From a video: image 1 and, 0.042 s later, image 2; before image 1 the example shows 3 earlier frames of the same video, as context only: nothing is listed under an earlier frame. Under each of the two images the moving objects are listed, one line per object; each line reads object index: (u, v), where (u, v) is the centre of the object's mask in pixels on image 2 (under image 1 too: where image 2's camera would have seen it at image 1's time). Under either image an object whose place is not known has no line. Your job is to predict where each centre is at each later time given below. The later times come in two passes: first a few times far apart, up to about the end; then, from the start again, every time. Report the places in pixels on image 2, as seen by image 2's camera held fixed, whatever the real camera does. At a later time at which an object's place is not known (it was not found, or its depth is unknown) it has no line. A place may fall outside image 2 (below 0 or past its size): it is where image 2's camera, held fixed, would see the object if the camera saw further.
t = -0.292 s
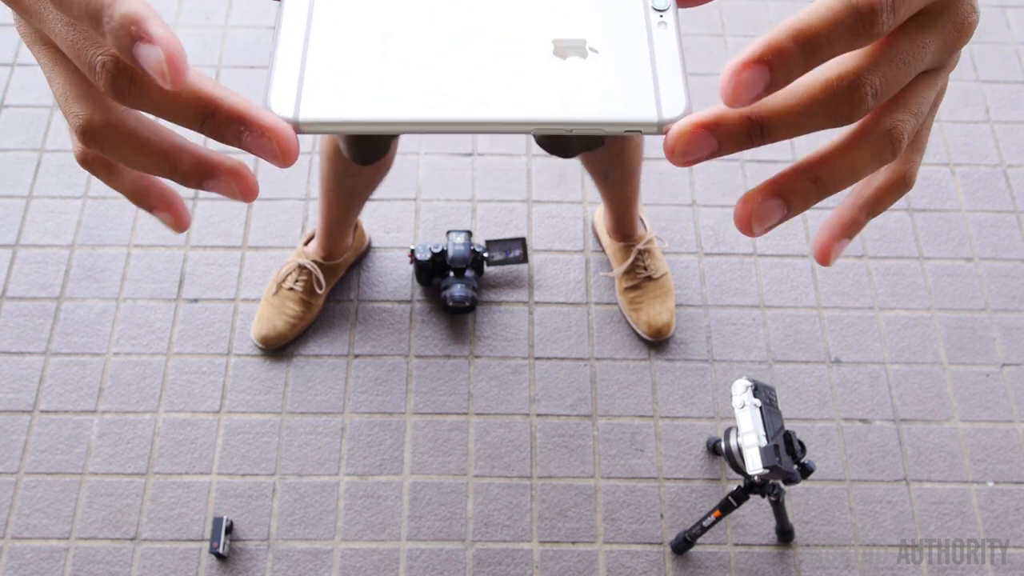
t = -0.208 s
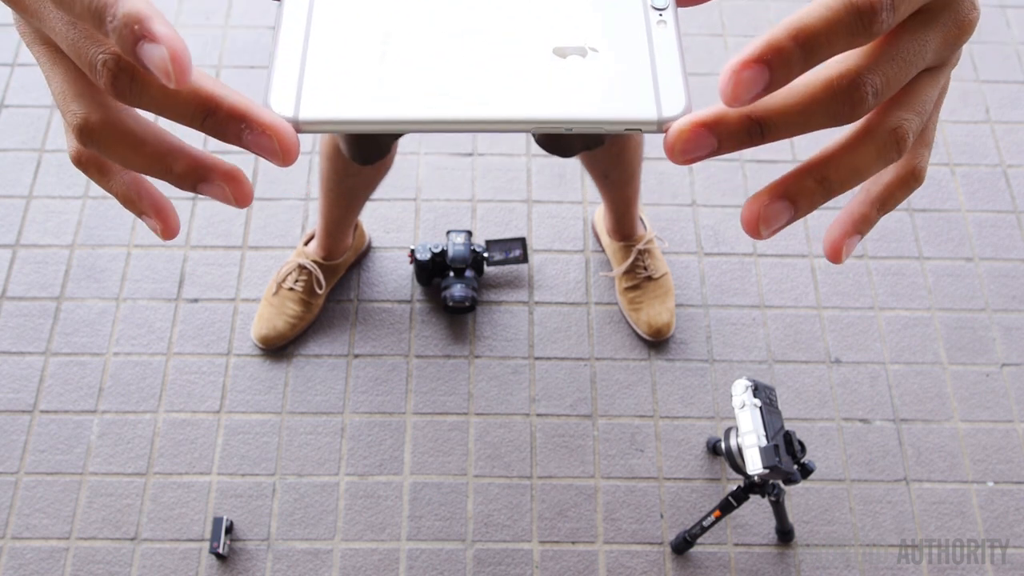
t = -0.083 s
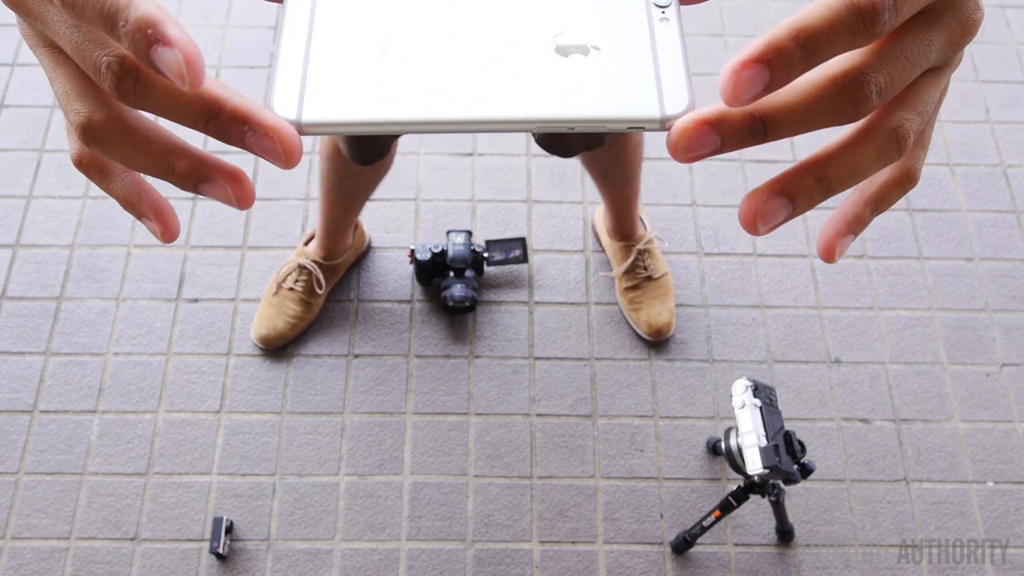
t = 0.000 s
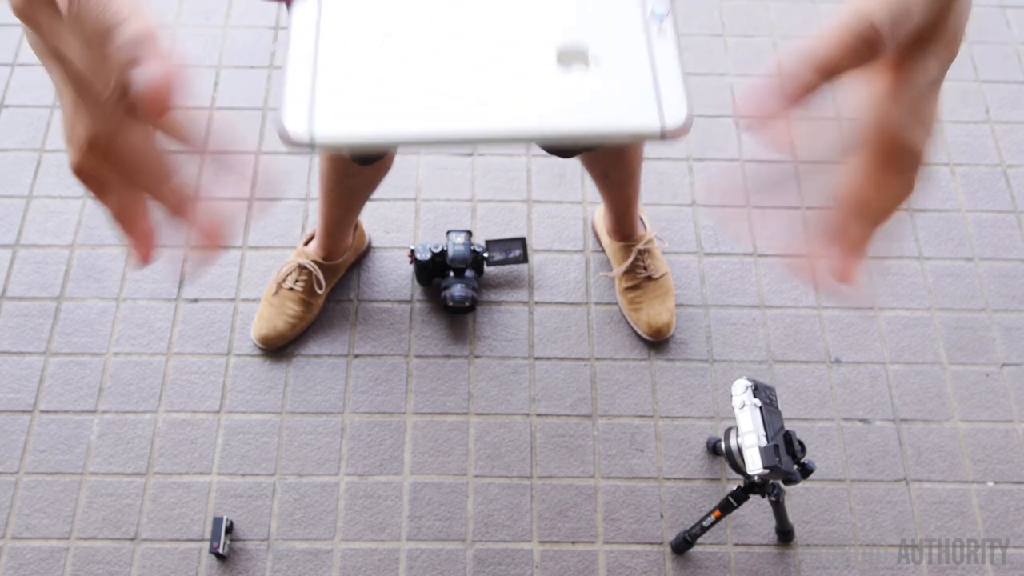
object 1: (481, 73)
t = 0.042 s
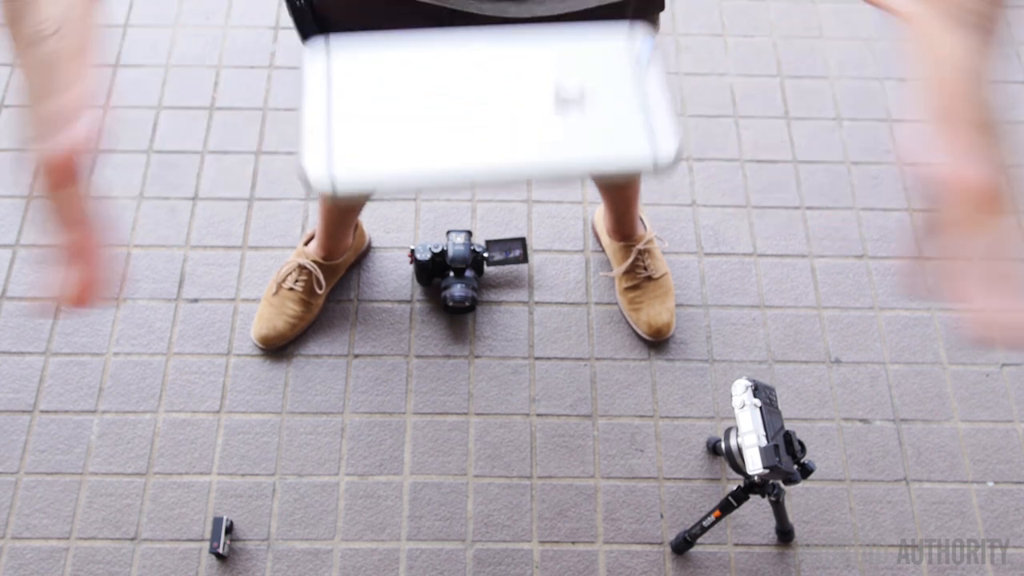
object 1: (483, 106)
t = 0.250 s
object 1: (493, 402)
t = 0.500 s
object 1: (496, 538)
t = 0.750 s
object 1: (538, 552)
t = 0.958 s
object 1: (541, 511)
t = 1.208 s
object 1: (518, 452)
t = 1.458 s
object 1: (515, 442)
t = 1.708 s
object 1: (515, 442)
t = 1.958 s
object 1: (515, 442)
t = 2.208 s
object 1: (515, 442)
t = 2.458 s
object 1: (515, 442)
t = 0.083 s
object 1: (485, 167)
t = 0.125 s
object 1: (487, 235)
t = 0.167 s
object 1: (489, 301)
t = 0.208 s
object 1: (492, 355)
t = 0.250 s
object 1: (493, 402)
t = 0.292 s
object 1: (493, 441)
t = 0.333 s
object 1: (493, 472)
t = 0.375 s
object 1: (492, 498)
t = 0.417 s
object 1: (491, 518)
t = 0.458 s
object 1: (490, 535)
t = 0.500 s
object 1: (496, 538)
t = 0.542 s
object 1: (504, 536)
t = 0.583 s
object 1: (511, 537)
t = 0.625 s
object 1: (517, 535)
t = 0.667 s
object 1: (527, 541)
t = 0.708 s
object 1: (533, 546)
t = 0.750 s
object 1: (538, 552)
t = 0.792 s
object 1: (543, 560)
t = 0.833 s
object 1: (548, 556)
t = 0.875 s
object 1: (546, 539)
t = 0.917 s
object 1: (543, 528)
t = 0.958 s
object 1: (541, 511)
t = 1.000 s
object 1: (533, 501)
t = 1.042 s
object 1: (527, 494)
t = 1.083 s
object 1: (524, 477)
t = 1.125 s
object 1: (523, 470)
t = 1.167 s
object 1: (520, 460)
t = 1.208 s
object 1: (518, 452)
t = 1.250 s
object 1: (516, 448)
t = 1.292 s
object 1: (516, 444)
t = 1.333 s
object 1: (515, 442)
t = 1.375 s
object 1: (515, 442)
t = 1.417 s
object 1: (515, 442)
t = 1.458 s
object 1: (515, 442)
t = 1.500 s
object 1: (515, 442)
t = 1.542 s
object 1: (515, 442)
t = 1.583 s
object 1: (515, 442)
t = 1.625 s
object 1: (515, 442)
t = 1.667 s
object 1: (515, 442)
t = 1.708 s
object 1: (515, 442)
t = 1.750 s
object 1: (515, 442)
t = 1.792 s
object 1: (515, 442)
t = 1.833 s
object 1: (515, 442)
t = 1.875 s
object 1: (515, 442)
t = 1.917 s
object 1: (515, 442)
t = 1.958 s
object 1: (515, 442)
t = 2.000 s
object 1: (515, 442)
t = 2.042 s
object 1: (515, 442)
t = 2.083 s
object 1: (515, 442)
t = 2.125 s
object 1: (515, 442)
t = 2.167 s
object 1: (515, 442)
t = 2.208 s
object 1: (515, 442)
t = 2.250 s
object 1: (515, 442)
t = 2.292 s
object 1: (515, 442)
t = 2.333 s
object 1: (515, 442)
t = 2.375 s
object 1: (515, 442)
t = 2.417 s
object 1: (515, 442)
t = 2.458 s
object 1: (515, 442)
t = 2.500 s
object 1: (515, 442)
